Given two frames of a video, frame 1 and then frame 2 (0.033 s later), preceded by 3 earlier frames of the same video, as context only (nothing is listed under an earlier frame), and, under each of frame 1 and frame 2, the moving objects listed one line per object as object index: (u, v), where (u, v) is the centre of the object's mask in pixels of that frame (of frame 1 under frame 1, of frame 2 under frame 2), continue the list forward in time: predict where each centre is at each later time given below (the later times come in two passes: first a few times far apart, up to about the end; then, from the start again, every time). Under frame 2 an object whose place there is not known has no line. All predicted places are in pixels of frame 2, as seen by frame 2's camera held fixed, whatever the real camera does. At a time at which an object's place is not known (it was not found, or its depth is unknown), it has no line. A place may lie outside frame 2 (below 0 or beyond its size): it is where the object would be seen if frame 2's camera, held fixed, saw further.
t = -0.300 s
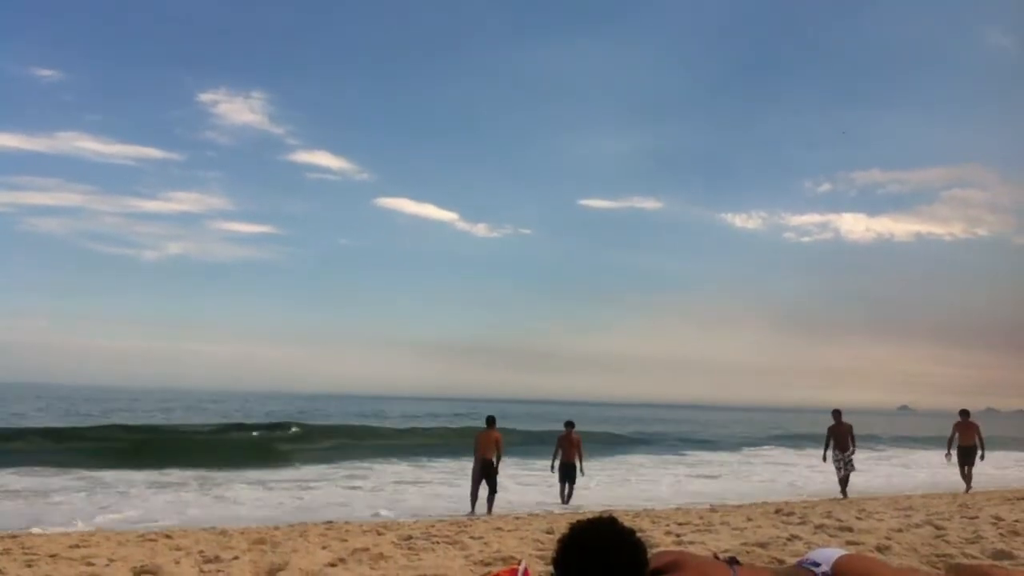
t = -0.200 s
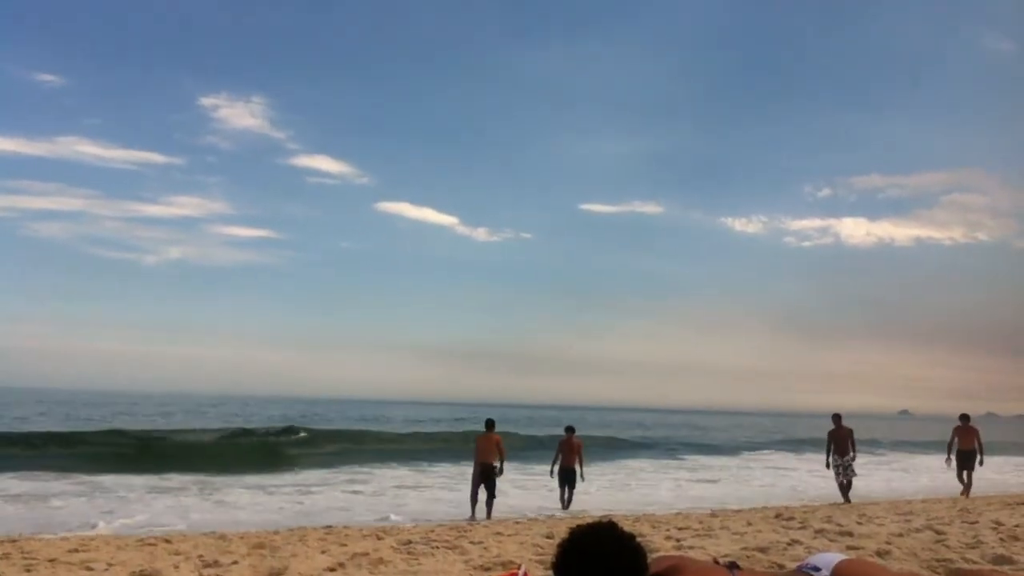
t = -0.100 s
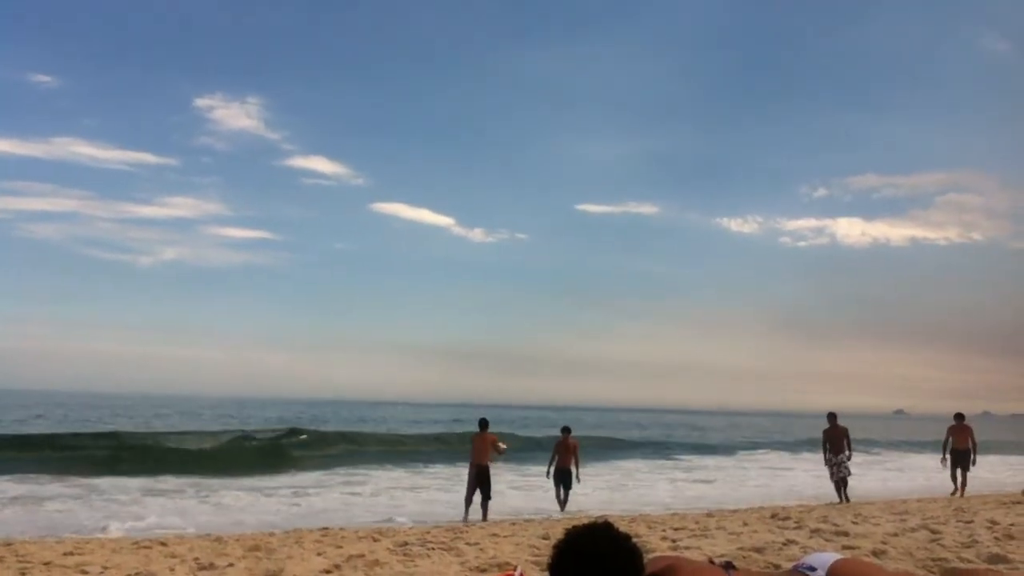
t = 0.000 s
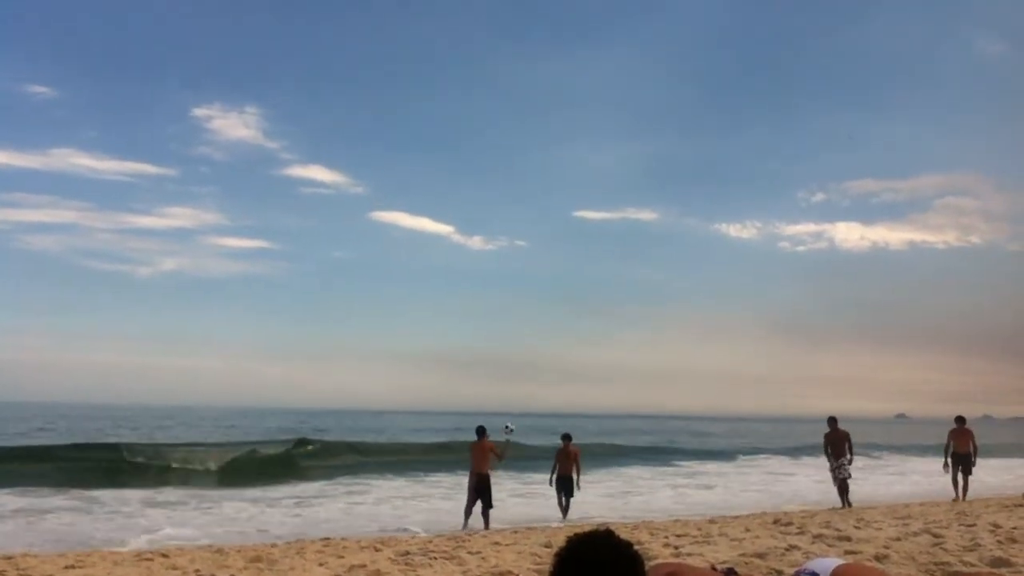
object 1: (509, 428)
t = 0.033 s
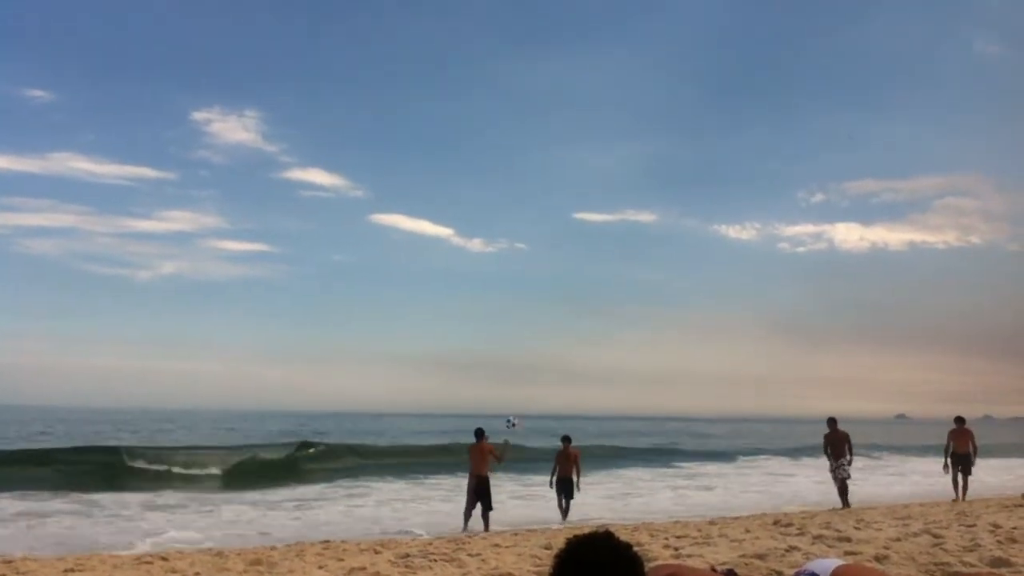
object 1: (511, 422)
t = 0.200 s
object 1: (521, 392)
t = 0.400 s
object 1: (533, 379)
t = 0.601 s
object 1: (545, 387)
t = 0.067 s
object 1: (513, 415)
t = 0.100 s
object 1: (515, 409)
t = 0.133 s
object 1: (517, 401)
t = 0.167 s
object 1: (520, 396)
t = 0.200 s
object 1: (521, 392)
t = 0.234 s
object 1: (524, 389)
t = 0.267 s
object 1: (526, 386)
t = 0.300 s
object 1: (528, 383)
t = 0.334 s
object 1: (530, 381)
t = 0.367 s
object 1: (532, 379)
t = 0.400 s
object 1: (533, 379)
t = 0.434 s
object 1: (536, 378)
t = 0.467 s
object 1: (538, 379)
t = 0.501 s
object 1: (539, 380)
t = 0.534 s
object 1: (541, 382)
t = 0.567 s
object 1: (543, 384)
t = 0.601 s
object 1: (545, 387)
